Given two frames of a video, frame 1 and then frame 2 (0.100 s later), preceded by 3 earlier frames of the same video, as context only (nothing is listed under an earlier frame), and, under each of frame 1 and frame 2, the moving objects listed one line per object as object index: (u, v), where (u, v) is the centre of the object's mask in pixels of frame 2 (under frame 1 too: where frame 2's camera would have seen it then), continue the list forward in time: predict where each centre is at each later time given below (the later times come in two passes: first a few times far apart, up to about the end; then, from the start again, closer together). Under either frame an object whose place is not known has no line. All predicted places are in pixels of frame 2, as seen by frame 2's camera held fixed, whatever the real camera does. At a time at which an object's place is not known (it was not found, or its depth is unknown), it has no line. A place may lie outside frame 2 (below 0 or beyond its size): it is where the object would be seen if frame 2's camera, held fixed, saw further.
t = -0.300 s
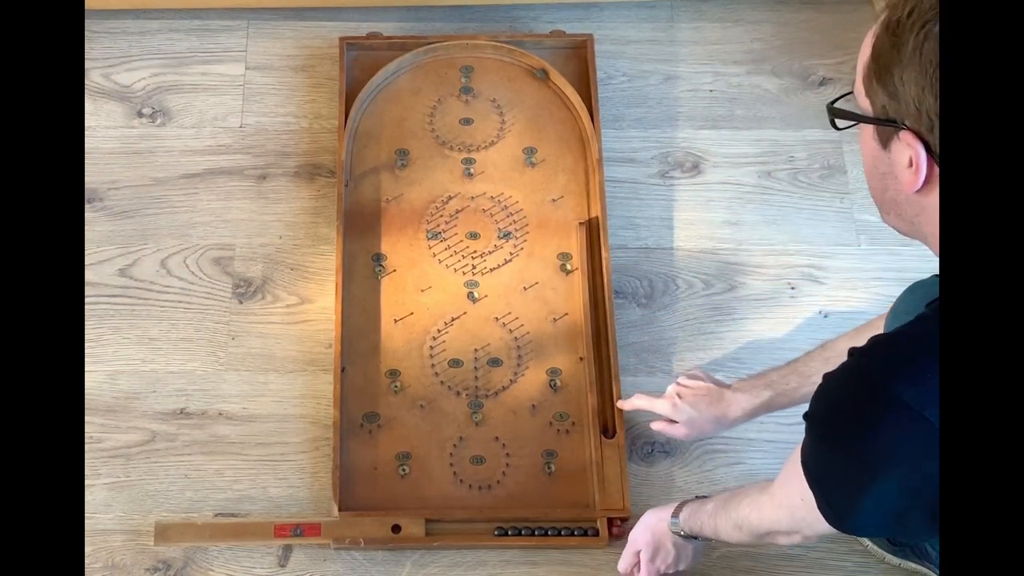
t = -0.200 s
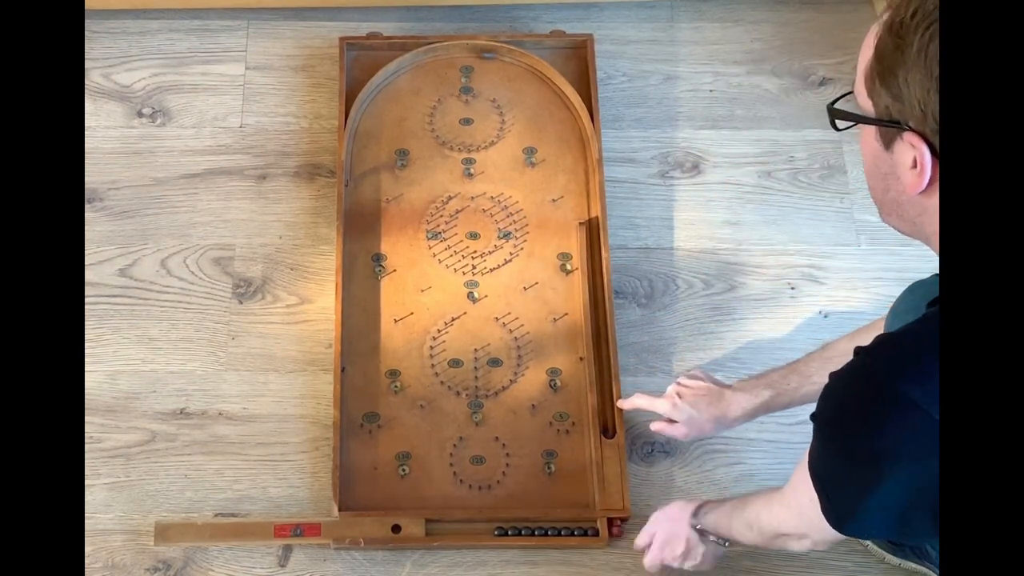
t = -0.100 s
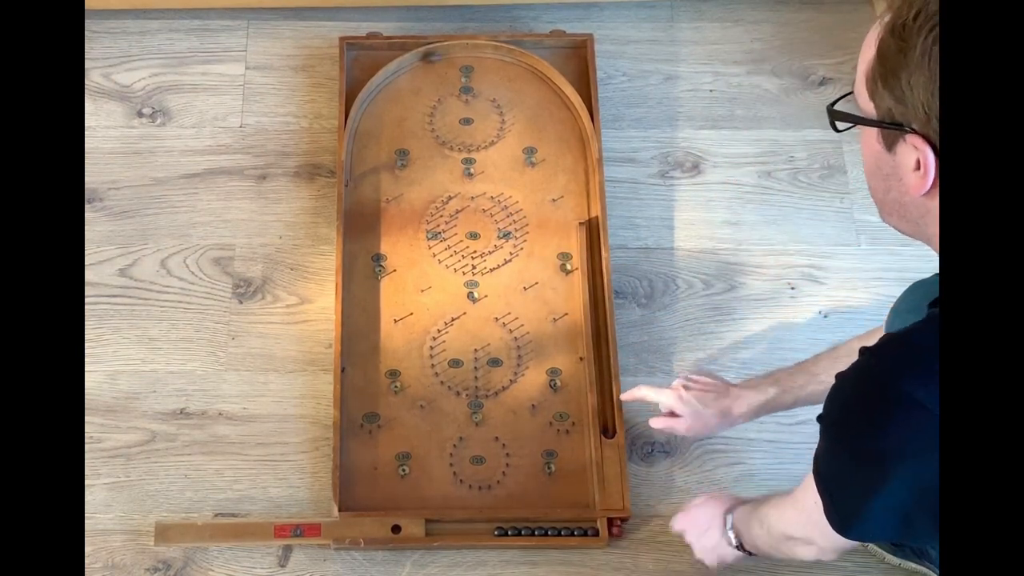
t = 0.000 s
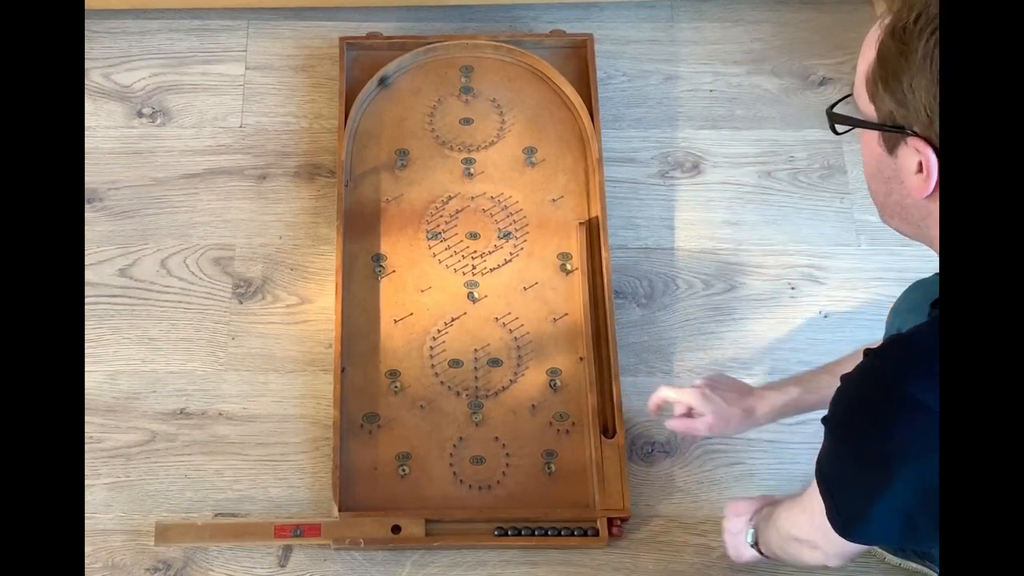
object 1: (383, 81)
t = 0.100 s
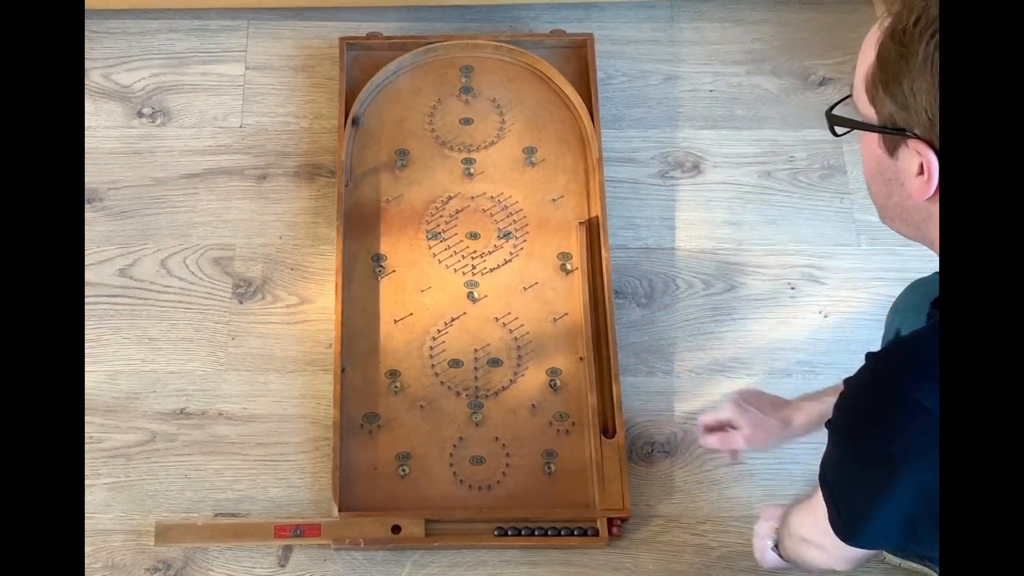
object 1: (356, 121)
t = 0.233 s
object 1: (353, 177)
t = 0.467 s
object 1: (442, 151)
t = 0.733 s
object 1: (478, 191)
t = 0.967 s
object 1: (512, 188)
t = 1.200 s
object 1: (544, 195)
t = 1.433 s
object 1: (541, 192)
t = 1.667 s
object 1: (534, 198)
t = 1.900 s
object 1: (528, 214)
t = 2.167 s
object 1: (523, 241)
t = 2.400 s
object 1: (519, 274)
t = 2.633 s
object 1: (502, 301)
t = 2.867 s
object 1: (477, 312)
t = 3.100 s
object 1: (462, 320)
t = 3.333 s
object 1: (473, 333)
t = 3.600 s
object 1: (493, 348)
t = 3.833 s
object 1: (511, 361)
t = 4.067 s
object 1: (498, 361)
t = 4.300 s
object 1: (492, 372)
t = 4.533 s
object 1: (488, 387)
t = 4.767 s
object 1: (494, 385)
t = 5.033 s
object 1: (494, 386)
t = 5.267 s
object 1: (492, 387)
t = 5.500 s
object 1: (491, 389)
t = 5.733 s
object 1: (489, 390)
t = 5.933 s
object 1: (489, 390)
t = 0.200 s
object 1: (348, 170)
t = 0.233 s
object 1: (353, 177)
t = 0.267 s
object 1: (371, 167)
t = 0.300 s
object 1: (385, 161)
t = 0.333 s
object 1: (399, 157)
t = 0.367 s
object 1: (408, 155)
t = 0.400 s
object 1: (421, 151)
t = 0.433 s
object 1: (433, 149)
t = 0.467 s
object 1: (442, 151)
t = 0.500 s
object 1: (445, 156)
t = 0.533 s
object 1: (450, 161)
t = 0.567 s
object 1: (454, 166)
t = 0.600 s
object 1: (464, 172)
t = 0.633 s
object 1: (466, 178)
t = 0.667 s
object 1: (469, 184)
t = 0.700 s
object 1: (473, 192)
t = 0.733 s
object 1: (478, 191)
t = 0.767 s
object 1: (482, 190)
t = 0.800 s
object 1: (488, 189)
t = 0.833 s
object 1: (492, 189)
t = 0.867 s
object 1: (497, 188)
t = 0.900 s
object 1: (502, 188)
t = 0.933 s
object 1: (507, 188)
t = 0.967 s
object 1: (512, 188)
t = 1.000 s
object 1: (516, 189)
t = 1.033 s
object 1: (521, 189)
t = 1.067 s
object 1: (526, 190)
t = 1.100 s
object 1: (531, 191)
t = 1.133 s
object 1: (535, 192)
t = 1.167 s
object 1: (540, 194)
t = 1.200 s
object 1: (544, 195)
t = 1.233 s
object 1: (547, 196)
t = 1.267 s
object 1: (545, 194)
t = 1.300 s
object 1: (544, 194)
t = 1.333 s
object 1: (543, 193)
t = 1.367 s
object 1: (543, 192)
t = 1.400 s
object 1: (542, 192)
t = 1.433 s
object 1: (541, 192)
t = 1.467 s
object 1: (540, 193)
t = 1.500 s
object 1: (538, 193)
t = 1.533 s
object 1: (537, 194)
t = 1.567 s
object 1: (537, 194)
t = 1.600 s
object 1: (536, 196)
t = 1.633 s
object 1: (535, 197)
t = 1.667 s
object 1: (534, 198)
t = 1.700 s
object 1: (533, 200)
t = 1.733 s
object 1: (532, 202)
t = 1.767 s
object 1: (531, 204)
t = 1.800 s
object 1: (531, 206)
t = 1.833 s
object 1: (530, 209)
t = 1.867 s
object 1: (529, 211)
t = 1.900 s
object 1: (528, 214)
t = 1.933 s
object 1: (527, 216)
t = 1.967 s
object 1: (527, 220)
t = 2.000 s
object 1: (526, 222)
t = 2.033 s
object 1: (526, 226)
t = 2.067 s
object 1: (525, 229)
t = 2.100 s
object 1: (524, 233)
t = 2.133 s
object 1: (523, 237)
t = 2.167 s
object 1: (523, 241)
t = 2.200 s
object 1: (521, 245)
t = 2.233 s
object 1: (522, 250)
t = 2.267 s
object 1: (521, 254)
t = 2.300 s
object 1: (520, 259)
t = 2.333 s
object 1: (520, 263)
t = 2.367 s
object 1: (520, 268)
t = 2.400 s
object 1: (519, 274)
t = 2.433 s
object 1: (519, 279)
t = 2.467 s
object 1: (519, 285)
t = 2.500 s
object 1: (515, 287)
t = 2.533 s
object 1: (511, 290)
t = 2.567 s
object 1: (508, 294)
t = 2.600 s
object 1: (505, 297)
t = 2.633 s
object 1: (502, 301)
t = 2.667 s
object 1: (499, 305)
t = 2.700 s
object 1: (496, 310)
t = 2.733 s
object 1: (492, 311)
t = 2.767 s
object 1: (488, 311)
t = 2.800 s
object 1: (484, 311)
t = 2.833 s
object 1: (480, 311)
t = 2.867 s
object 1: (477, 312)
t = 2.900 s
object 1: (473, 313)
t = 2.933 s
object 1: (469, 314)
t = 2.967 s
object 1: (466, 315)
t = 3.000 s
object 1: (463, 317)
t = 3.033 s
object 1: (460, 318)
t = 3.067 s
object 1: (461, 319)
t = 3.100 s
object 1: (462, 320)
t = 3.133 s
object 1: (464, 321)
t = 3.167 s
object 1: (465, 323)
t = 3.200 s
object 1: (467, 325)
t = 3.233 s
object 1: (468, 326)
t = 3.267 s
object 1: (470, 329)
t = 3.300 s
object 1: (472, 331)
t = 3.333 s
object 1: (473, 333)
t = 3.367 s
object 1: (475, 336)
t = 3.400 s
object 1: (477, 340)
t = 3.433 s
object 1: (479, 343)
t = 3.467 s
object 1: (481, 344)
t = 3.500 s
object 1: (484, 345)
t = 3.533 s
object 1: (486, 346)
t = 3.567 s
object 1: (489, 347)
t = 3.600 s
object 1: (493, 348)
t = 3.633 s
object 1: (495, 349)
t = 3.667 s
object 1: (497, 352)
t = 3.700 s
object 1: (499, 353)
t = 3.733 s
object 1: (503, 354)
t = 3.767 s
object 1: (507, 357)
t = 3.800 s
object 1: (510, 358)
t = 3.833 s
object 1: (511, 361)
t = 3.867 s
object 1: (510, 360)
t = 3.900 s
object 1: (508, 360)
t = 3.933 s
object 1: (507, 360)
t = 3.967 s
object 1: (506, 360)
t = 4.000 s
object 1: (504, 360)
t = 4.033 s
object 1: (501, 361)
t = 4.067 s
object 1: (498, 361)
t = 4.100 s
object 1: (497, 362)
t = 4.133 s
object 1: (497, 363)
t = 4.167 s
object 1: (495, 364)
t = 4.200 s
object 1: (495, 364)
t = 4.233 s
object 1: (494, 368)
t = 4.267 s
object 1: (493, 370)
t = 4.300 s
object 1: (492, 372)
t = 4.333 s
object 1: (491, 374)
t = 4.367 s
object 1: (490, 378)
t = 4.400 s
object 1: (489, 381)
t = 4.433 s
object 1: (489, 384)
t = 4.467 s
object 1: (488, 387)
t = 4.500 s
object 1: (488, 388)
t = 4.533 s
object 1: (488, 387)
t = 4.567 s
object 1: (489, 387)
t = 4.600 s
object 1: (490, 386)
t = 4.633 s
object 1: (490, 385)
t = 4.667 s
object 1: (491, 385)
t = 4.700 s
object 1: (492, 384)
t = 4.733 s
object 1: (492, 384)
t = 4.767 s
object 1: (494, 385)
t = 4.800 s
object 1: (495, 385)
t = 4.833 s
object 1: (495, 385)
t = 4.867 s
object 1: (495, 386)
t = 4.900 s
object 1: (494, 386)
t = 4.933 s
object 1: (494, 386)
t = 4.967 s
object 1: (494, 386)
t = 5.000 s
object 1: (494, 386)
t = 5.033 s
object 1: (494, 386)
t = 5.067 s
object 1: (494, 386)
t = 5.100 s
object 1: (493, 387)
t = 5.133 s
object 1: (493, 387)
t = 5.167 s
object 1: (493, 387)
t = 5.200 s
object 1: (493, 387)
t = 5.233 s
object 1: (493, 387)
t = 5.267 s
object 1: (492, 387)
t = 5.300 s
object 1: (492, 387)
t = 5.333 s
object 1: (492, 387)
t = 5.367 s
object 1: (491, 388)
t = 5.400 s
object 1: (491, 388)
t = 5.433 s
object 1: (491, 388)
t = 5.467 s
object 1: (491, 388)
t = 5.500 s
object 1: (491, 389)
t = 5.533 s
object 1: (490, 389)
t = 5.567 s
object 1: (490, 389)
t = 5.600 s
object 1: (489, 389)
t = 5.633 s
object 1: (489, 389)
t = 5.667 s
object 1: (489, 389)
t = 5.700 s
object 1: (489, 390)
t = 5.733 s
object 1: (489, 390)
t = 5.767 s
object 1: (489, 390)
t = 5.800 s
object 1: (489, 390)
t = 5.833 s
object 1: (489, 390)
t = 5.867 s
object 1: (489, 390)
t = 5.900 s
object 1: (489, 390)
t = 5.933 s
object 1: (489, 390)
